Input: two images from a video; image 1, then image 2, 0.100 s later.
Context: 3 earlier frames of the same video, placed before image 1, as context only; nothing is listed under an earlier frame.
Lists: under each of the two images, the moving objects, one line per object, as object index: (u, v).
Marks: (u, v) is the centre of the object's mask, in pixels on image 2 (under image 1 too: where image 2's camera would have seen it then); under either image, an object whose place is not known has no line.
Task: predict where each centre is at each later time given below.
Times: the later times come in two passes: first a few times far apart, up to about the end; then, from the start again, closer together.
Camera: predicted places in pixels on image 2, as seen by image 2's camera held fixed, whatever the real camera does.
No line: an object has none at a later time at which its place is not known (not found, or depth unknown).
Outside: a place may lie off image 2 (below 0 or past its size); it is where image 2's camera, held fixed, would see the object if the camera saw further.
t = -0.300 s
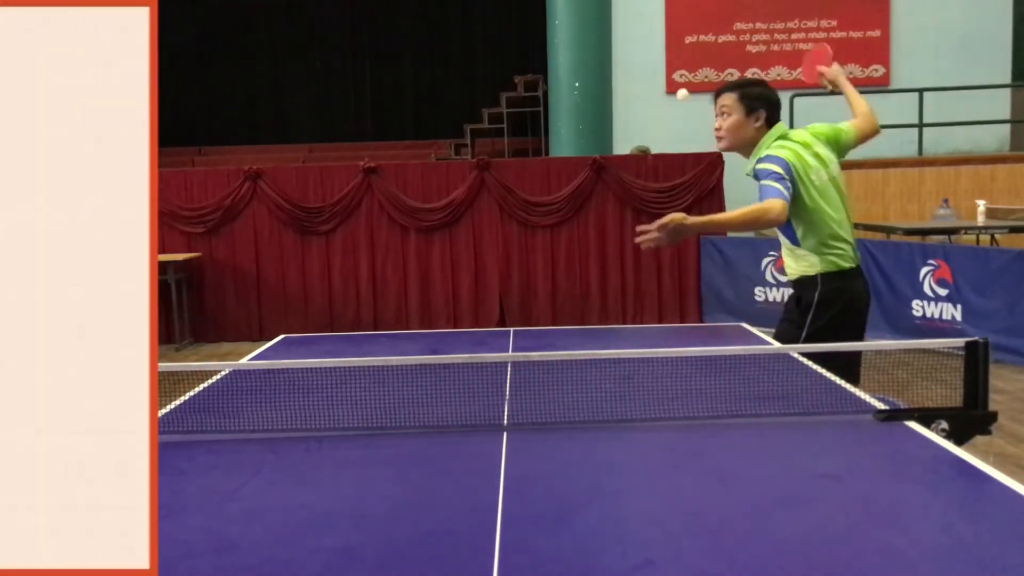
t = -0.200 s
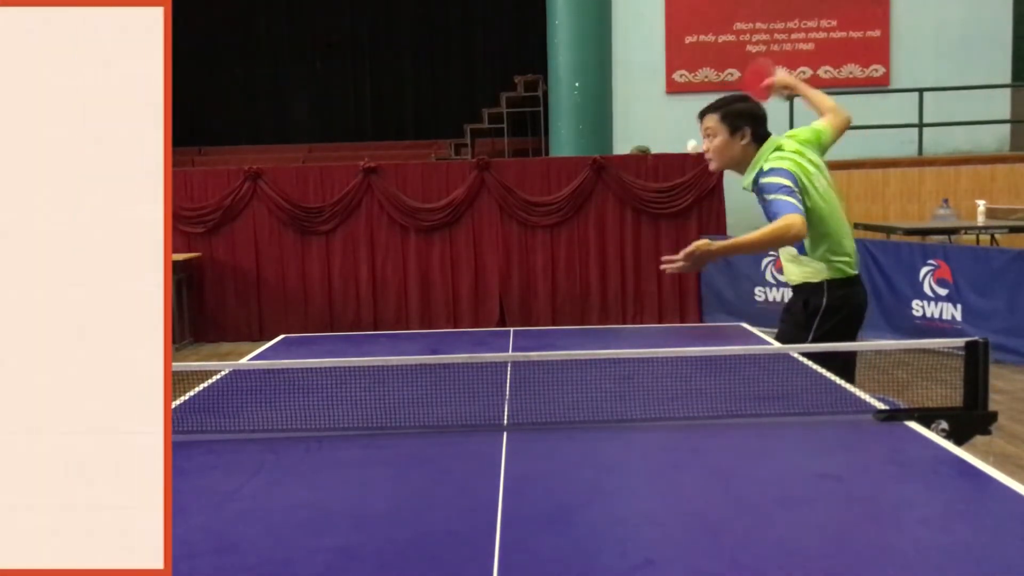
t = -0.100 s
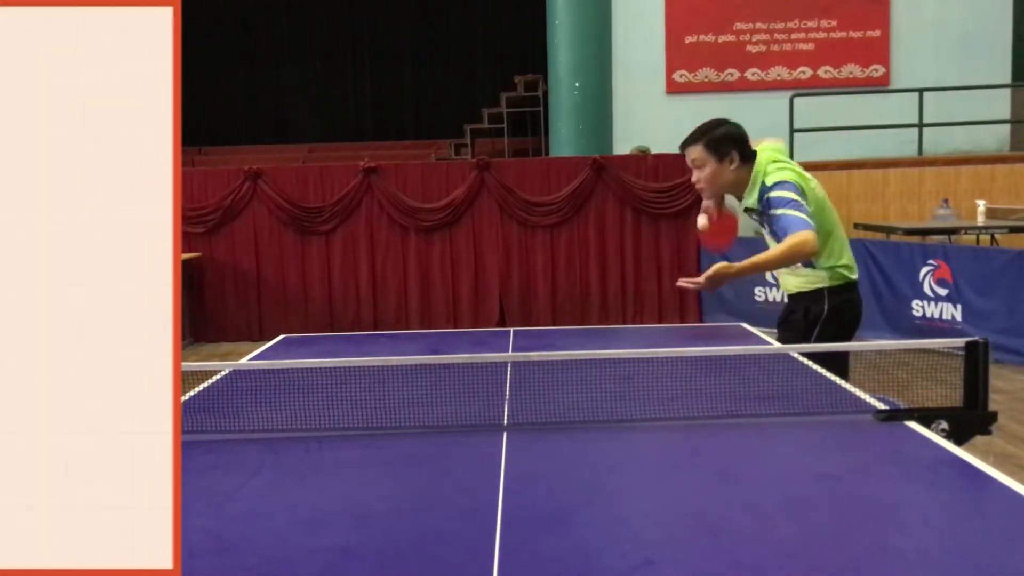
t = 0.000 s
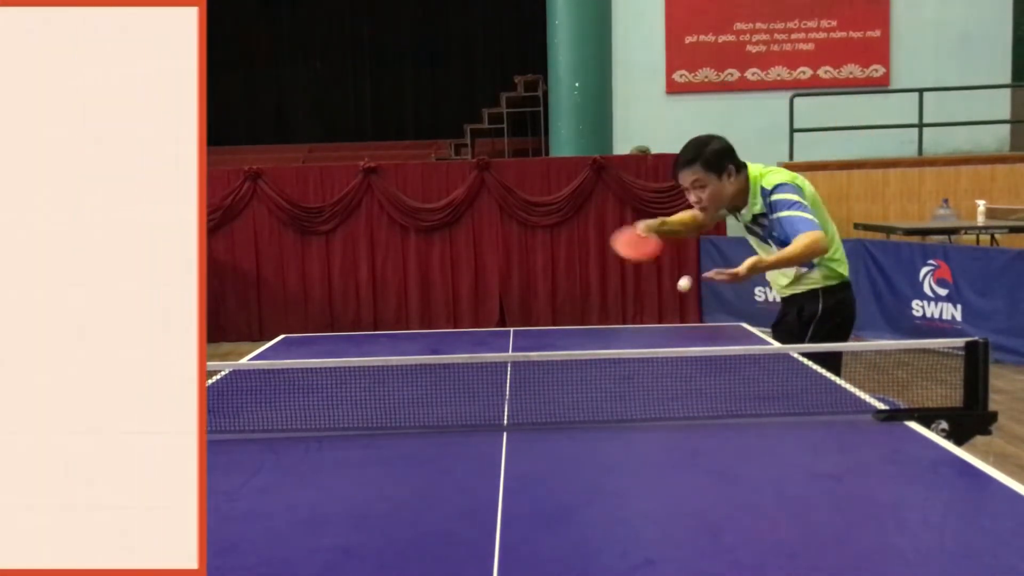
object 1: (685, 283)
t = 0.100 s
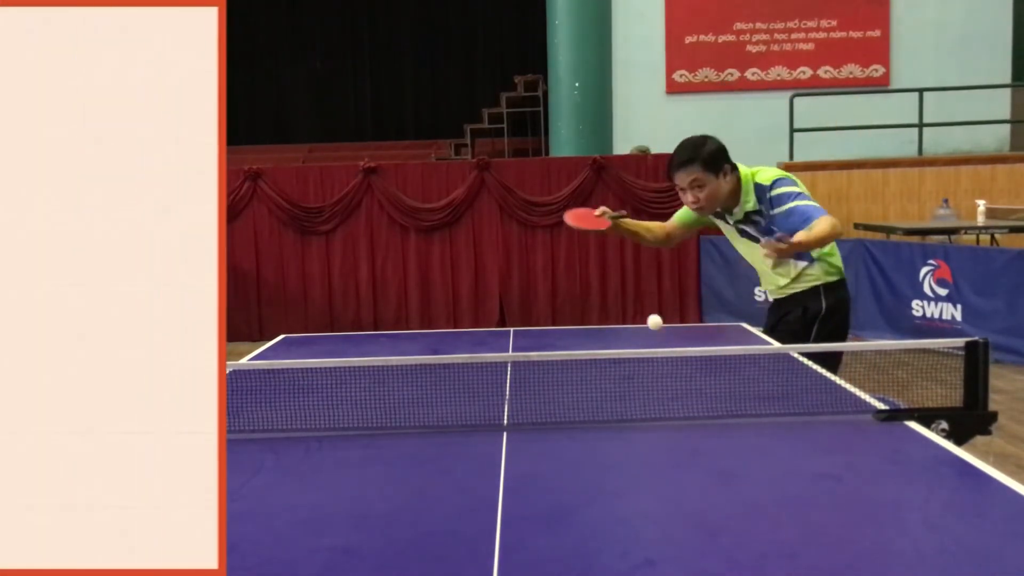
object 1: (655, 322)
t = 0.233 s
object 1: (628, 304)
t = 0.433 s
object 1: (581, 495)
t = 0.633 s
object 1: (536, 530)
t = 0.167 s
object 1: (642, 305)
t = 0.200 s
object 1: (635, 302)
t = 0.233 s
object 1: (628, 304)
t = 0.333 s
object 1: (605, 351)
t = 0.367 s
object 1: (597, 385)
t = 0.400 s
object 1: (589, 433)
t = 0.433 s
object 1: (581, 495)
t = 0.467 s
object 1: (574, 485)
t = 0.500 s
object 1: (567, 473)
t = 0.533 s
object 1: (560, 468)
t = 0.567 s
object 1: (552, 473)
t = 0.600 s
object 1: (545, 492)
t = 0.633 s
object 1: (536, 530)
